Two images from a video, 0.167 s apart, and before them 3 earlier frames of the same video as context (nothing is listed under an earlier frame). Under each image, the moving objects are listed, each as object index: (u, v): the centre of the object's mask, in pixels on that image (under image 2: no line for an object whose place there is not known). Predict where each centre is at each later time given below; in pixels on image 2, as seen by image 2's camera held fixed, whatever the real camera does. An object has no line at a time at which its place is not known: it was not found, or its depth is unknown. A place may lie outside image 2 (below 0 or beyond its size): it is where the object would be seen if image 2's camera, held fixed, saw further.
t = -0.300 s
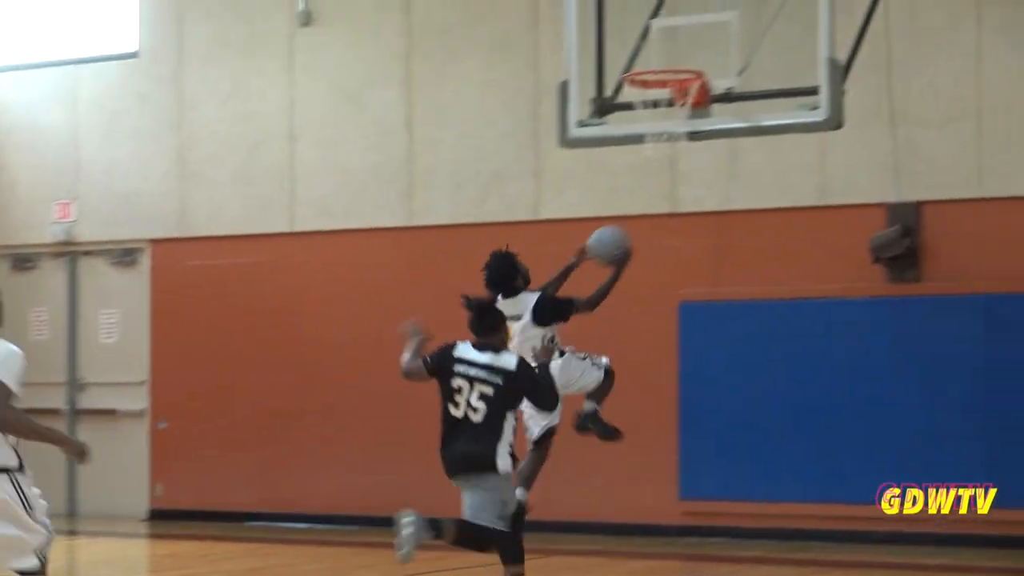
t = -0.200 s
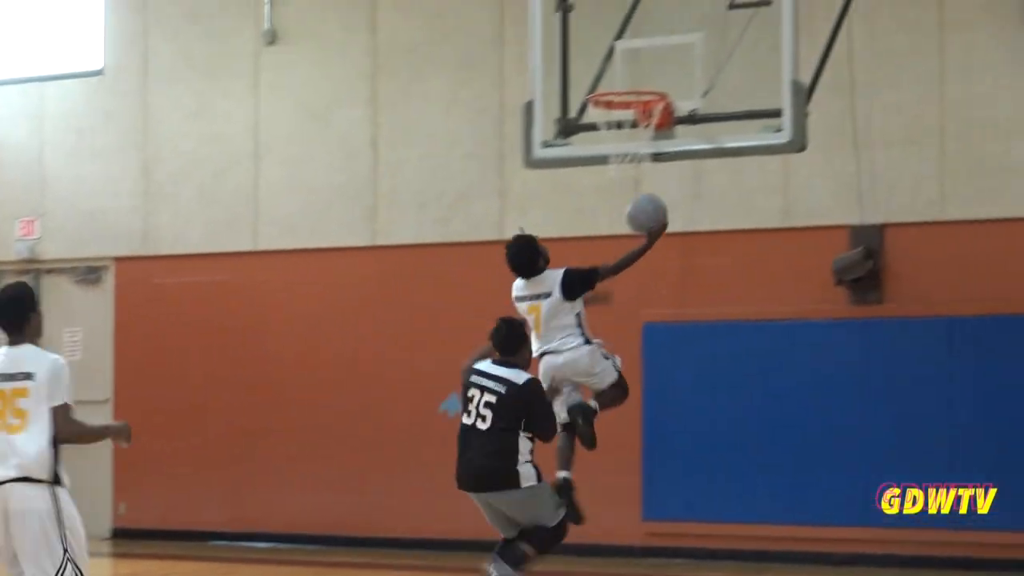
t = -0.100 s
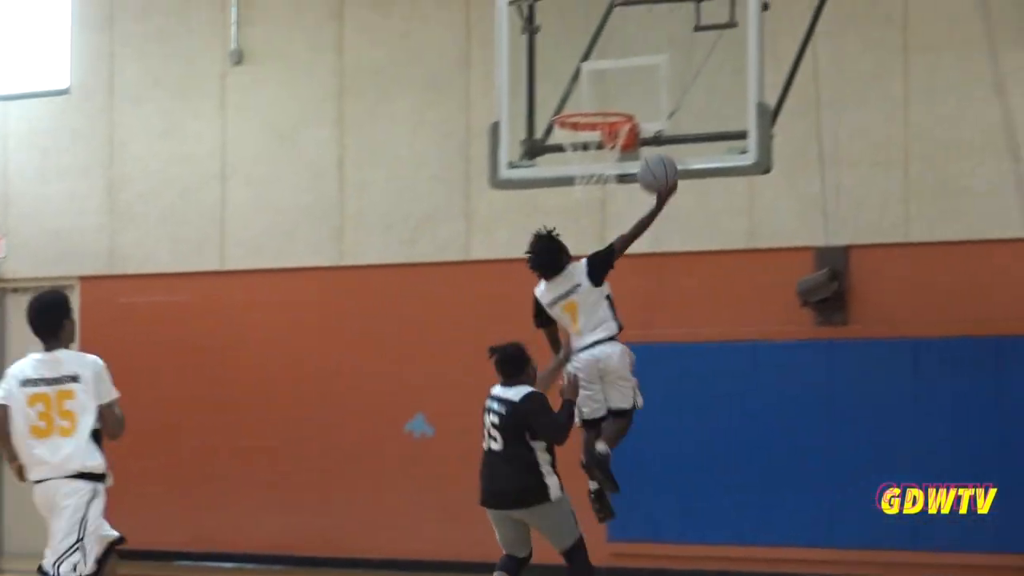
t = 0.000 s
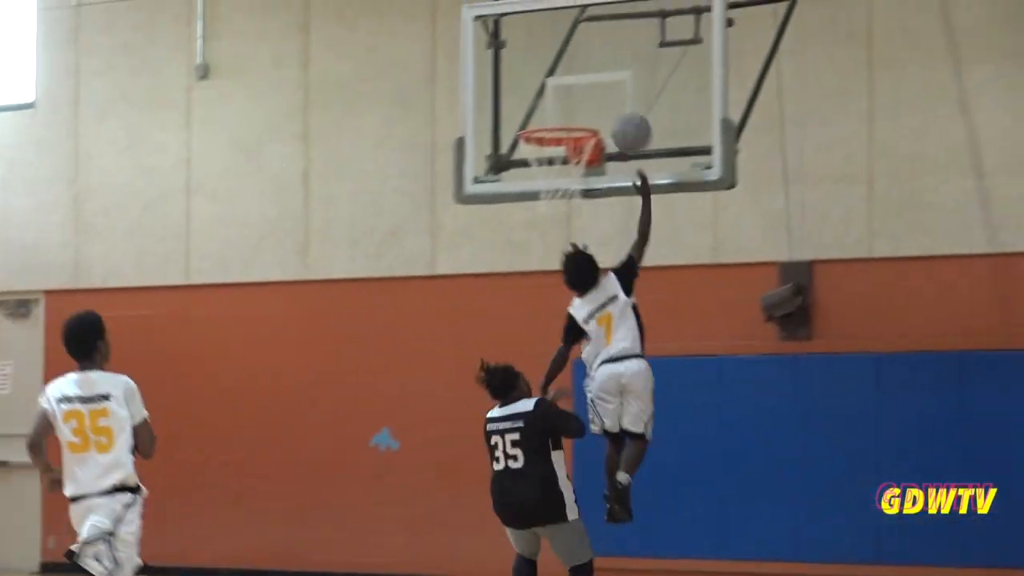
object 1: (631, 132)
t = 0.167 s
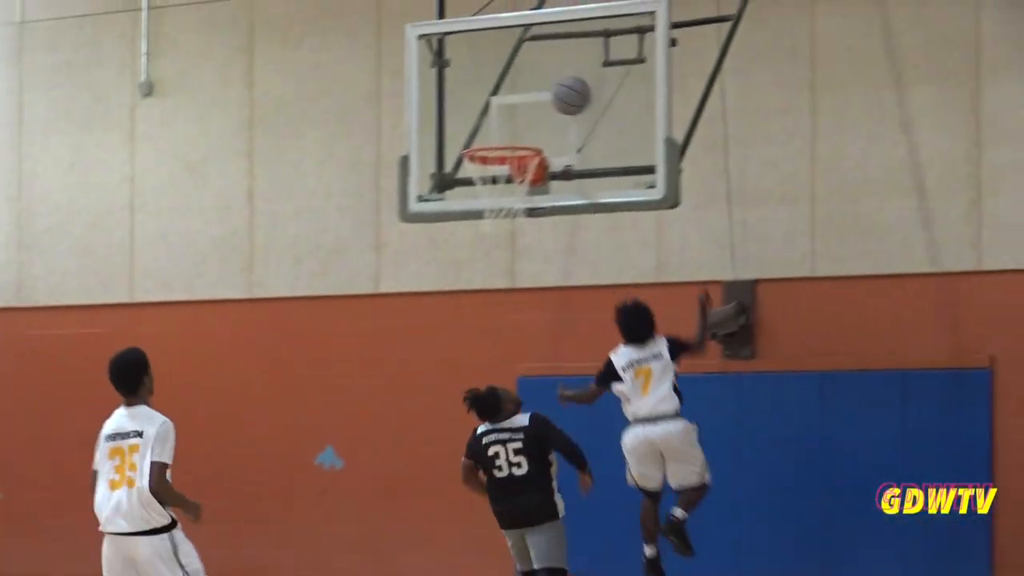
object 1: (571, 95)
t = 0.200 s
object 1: (565, 91)
